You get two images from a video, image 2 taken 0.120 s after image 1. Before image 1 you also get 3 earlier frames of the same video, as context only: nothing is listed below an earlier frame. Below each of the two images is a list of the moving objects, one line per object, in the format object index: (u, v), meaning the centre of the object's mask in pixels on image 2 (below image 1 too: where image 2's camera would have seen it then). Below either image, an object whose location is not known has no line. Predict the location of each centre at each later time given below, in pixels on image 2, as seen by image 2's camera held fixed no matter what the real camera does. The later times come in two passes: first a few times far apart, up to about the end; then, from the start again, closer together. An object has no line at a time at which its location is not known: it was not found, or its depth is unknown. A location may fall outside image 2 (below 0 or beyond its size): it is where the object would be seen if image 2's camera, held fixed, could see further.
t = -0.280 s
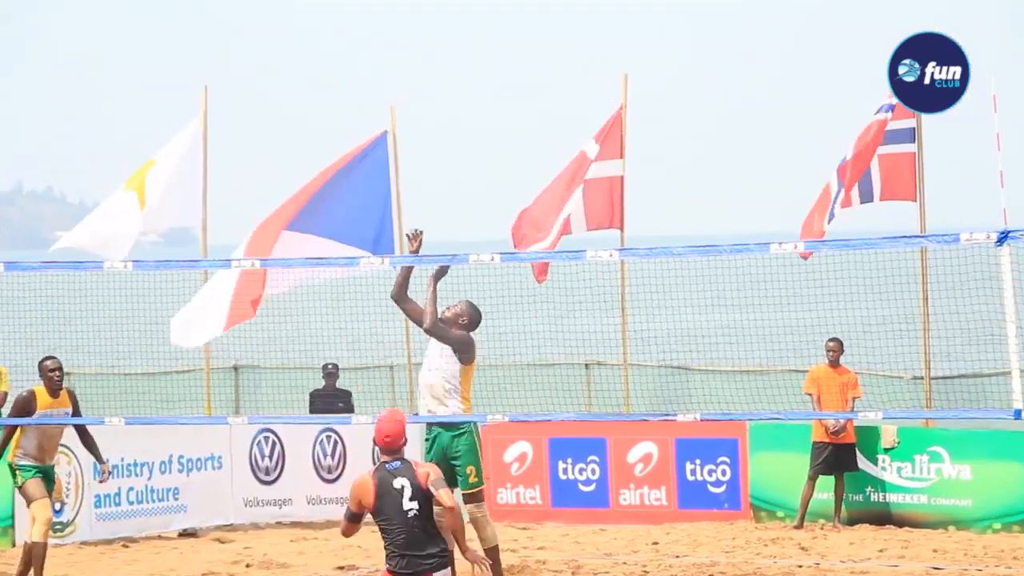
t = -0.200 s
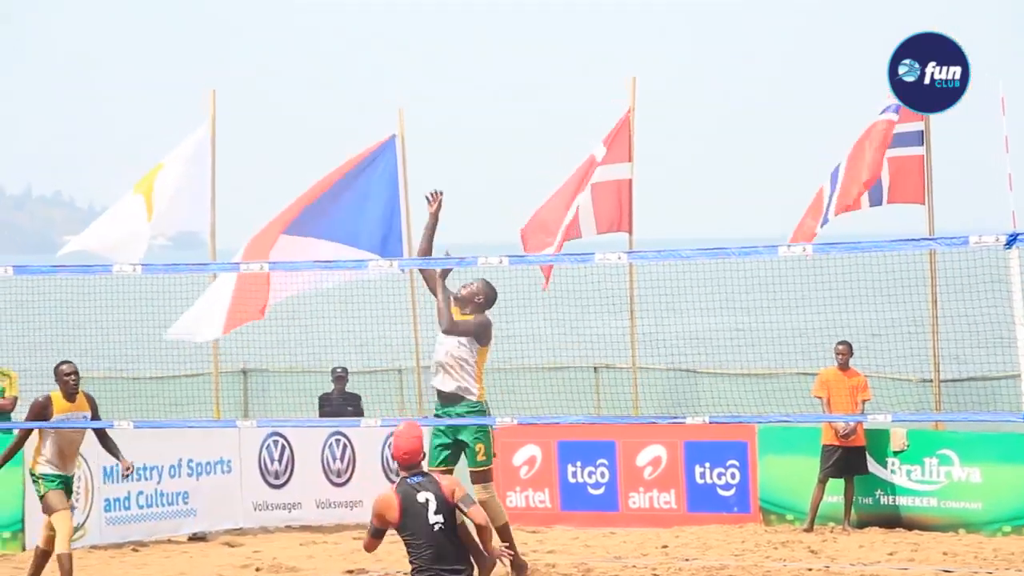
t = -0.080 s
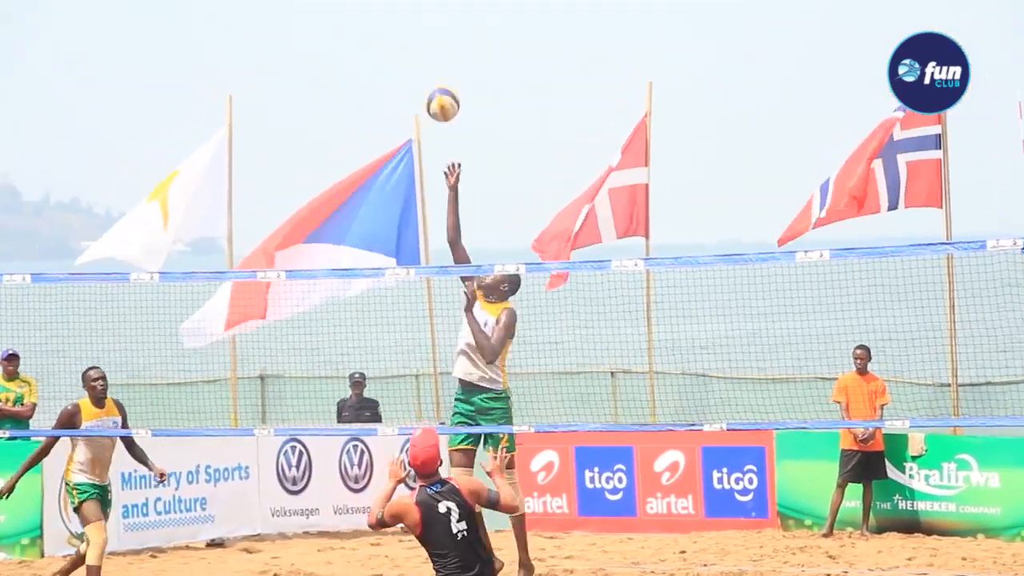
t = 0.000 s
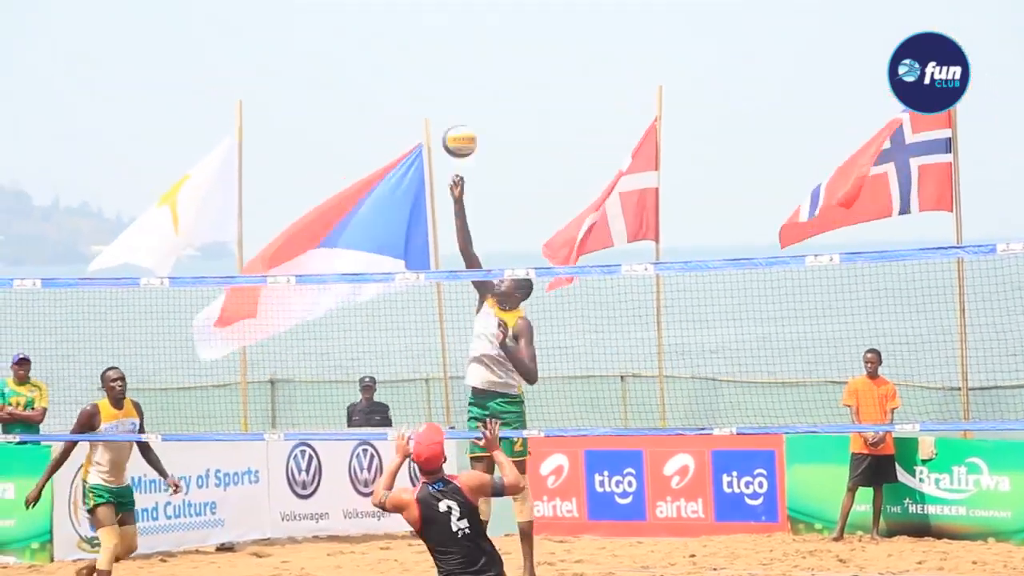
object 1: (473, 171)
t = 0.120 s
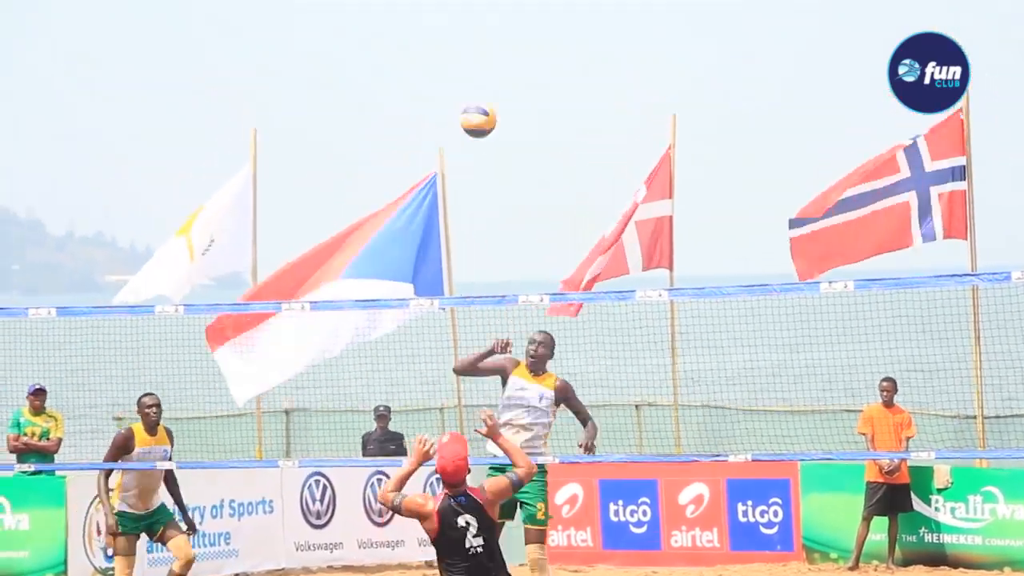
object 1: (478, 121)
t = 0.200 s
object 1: (479, 114)
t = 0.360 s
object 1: (485, 119)
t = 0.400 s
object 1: (487, 130)
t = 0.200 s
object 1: (479, 114)
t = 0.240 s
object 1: (480, 113)
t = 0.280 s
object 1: (481, 111)
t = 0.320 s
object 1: (483, 114)
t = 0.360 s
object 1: (485, 119)
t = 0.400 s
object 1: (487, 130)
